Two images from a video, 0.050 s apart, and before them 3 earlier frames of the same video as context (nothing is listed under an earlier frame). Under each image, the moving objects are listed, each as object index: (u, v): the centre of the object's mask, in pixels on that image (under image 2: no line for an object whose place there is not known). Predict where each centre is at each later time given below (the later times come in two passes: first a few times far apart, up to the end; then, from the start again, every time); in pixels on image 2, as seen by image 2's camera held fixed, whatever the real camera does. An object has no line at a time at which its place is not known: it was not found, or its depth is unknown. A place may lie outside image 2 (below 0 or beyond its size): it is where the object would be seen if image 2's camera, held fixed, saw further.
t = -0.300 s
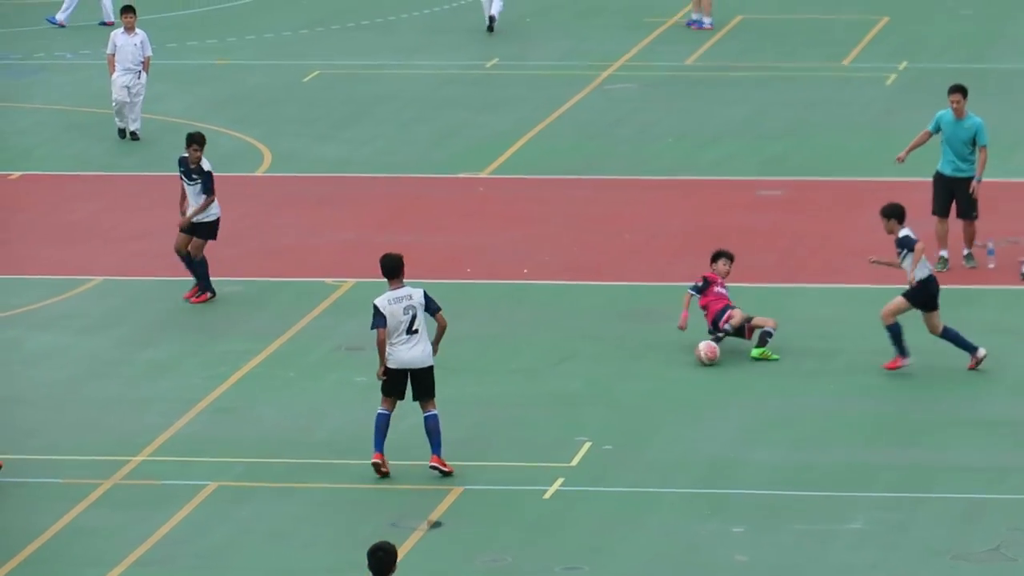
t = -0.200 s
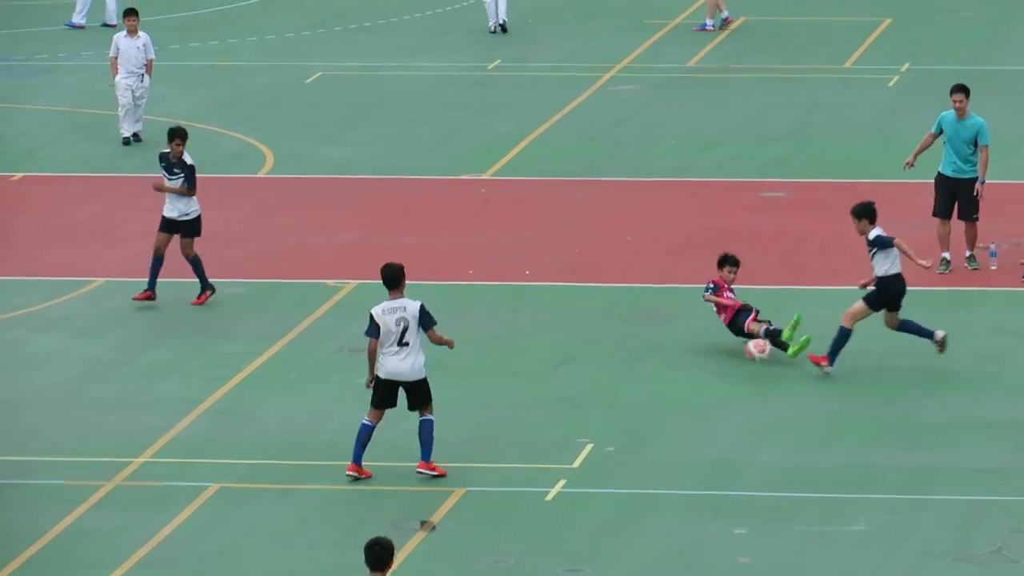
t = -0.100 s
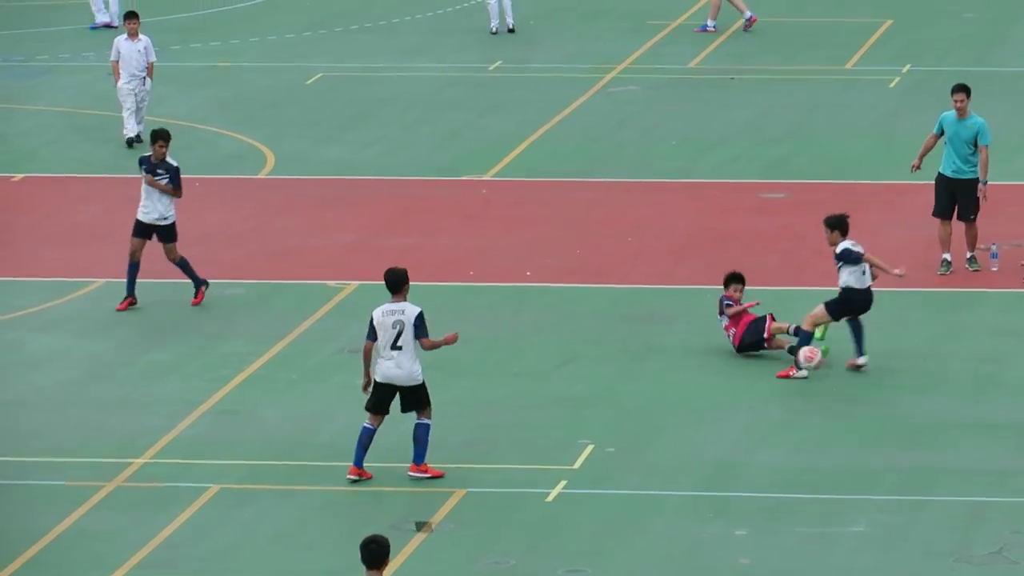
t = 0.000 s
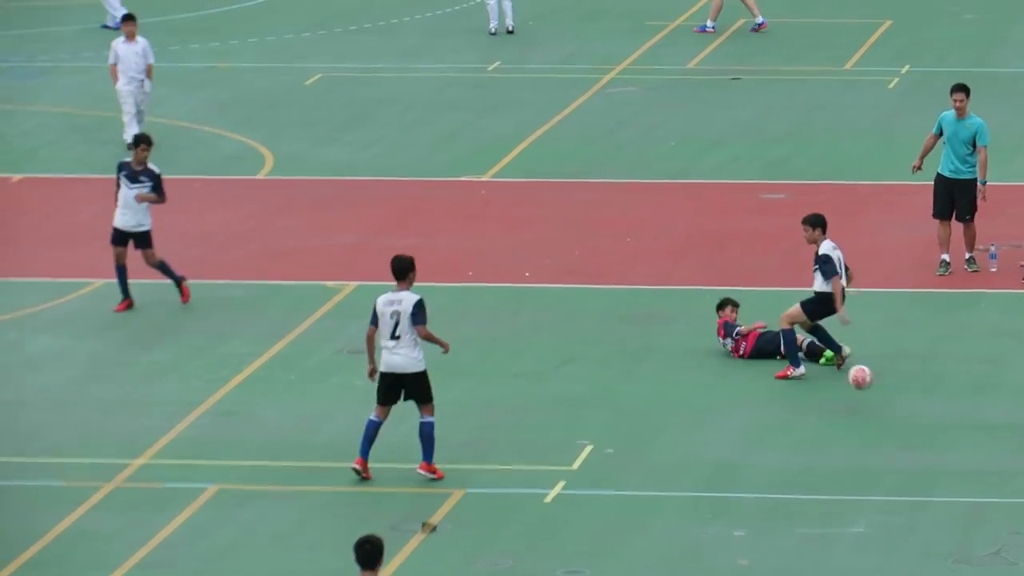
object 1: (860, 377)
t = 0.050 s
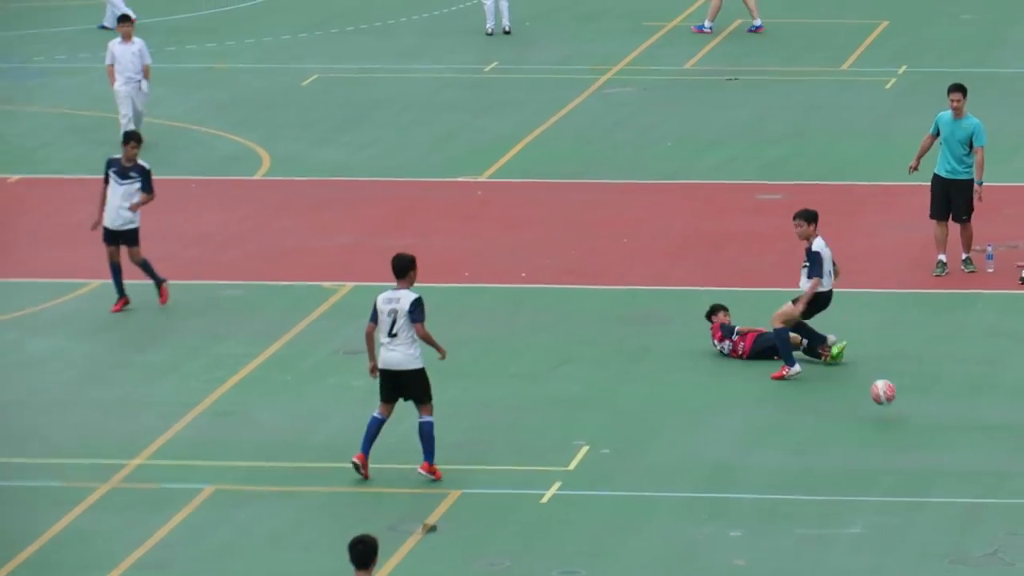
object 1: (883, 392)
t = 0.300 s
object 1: (980, 421)
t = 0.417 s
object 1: (1018, 441)
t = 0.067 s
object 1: (891, 397)
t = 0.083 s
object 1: (901, 403)
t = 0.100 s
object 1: (909, 409)
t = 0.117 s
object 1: (919, 416)
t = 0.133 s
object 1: (927, 421)
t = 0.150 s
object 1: (933, 420)
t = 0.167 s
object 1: (937, 419)
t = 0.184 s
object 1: (943, 418)
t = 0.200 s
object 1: (948, 418)
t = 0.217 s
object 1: (953, 418)
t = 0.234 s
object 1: (958, 417)
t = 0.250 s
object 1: (964, 418)
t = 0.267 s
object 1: (969, 419)
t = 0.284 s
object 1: (974, 419)
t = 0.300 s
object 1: (980, 421)
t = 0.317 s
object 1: (985, 423)
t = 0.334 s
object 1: (991, 425)
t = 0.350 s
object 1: (997, 428)
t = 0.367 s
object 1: (1002, 431)
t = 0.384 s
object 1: (1007, 433)
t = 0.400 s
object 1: (1013, 438)
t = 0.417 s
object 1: (1018, 441)
